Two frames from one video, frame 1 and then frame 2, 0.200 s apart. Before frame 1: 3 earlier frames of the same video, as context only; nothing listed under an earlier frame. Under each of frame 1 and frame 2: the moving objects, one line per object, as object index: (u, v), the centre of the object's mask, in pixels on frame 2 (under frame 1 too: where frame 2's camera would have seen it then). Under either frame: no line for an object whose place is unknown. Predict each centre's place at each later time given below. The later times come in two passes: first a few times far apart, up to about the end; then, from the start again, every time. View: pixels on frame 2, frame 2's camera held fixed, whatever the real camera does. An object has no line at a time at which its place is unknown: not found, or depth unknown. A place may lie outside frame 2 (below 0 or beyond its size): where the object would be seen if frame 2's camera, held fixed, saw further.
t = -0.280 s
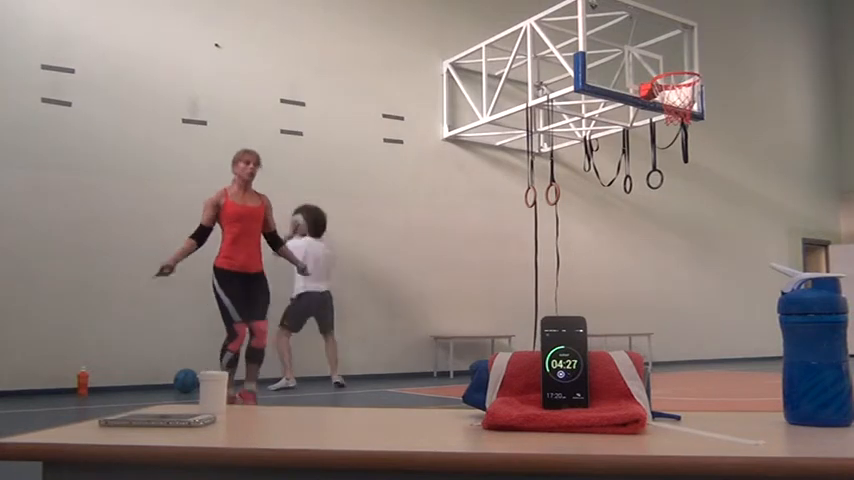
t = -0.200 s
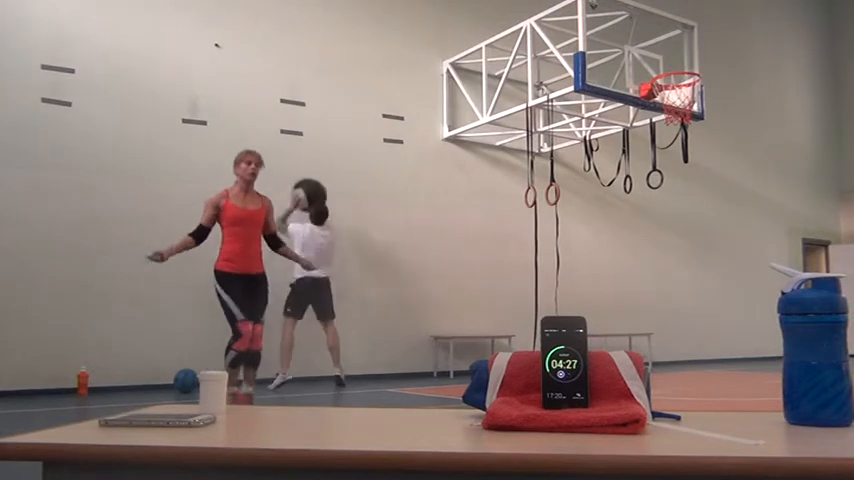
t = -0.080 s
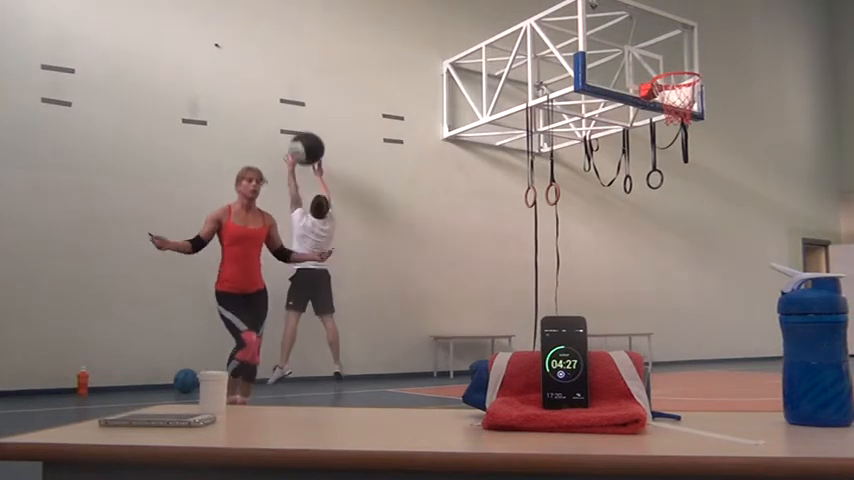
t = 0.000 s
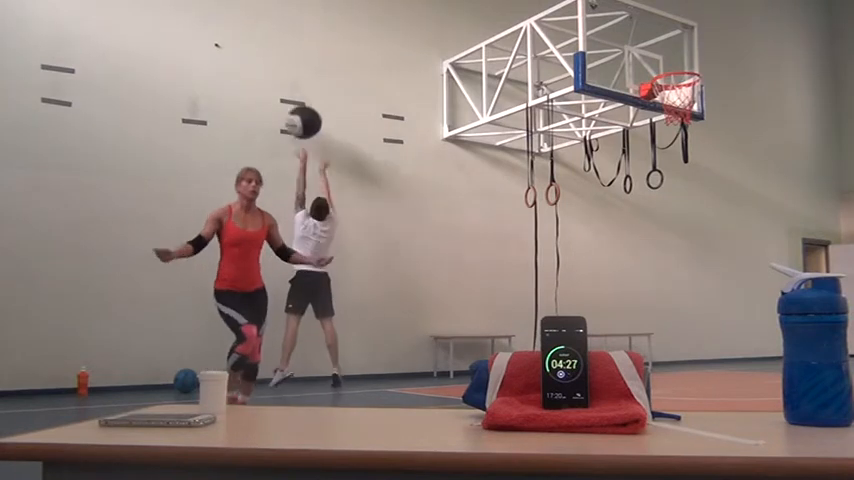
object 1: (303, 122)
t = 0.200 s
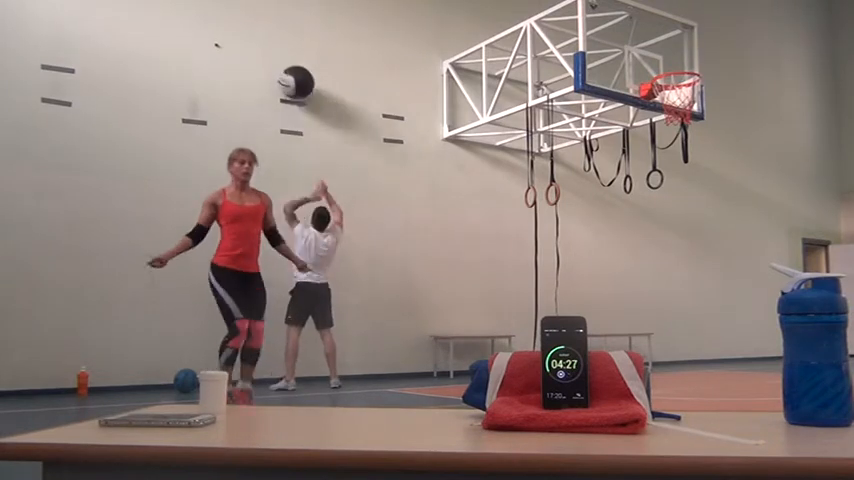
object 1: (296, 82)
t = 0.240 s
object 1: (295, 78)
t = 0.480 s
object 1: (294, 83)
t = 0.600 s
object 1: (296, 104)
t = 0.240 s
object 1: (295, 78)
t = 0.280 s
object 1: (294, 76)
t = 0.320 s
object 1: (293, 75)
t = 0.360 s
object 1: (293, 75)
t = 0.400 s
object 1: (294, 76)
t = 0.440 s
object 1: (294, 79)
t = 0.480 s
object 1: (294, 83)
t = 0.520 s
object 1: (295, 89)
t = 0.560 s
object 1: (295, 95)
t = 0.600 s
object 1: (296, 104)
